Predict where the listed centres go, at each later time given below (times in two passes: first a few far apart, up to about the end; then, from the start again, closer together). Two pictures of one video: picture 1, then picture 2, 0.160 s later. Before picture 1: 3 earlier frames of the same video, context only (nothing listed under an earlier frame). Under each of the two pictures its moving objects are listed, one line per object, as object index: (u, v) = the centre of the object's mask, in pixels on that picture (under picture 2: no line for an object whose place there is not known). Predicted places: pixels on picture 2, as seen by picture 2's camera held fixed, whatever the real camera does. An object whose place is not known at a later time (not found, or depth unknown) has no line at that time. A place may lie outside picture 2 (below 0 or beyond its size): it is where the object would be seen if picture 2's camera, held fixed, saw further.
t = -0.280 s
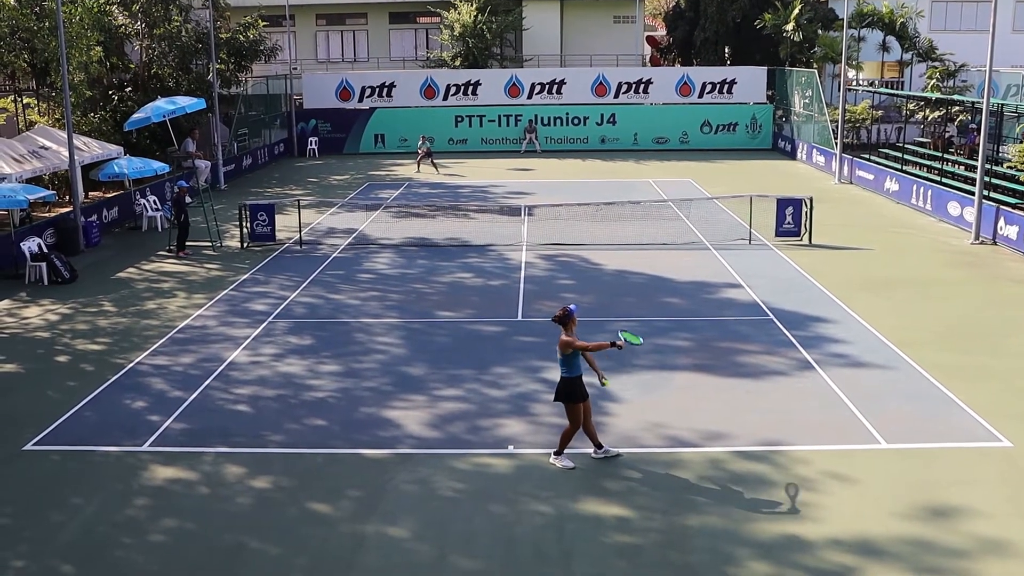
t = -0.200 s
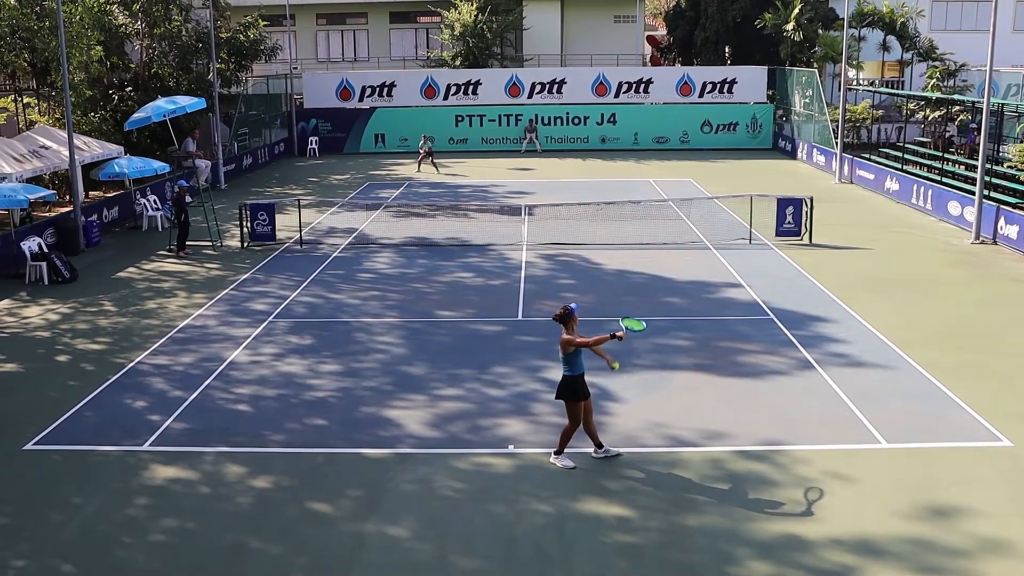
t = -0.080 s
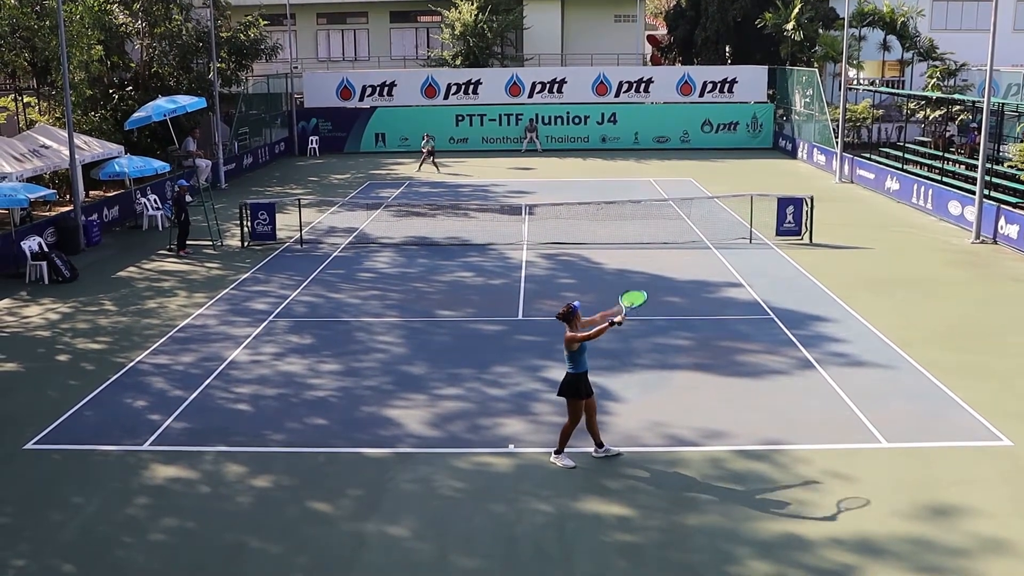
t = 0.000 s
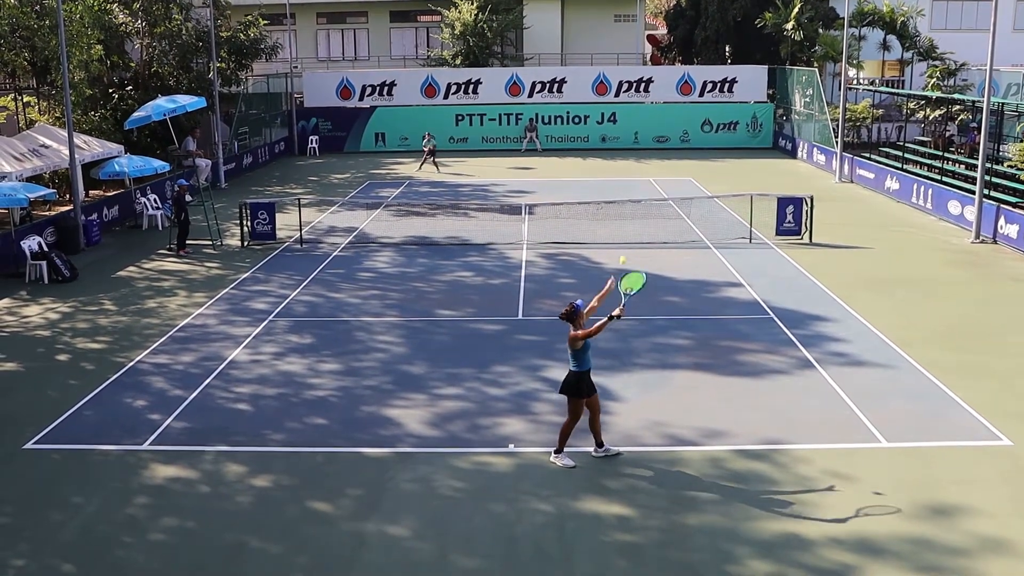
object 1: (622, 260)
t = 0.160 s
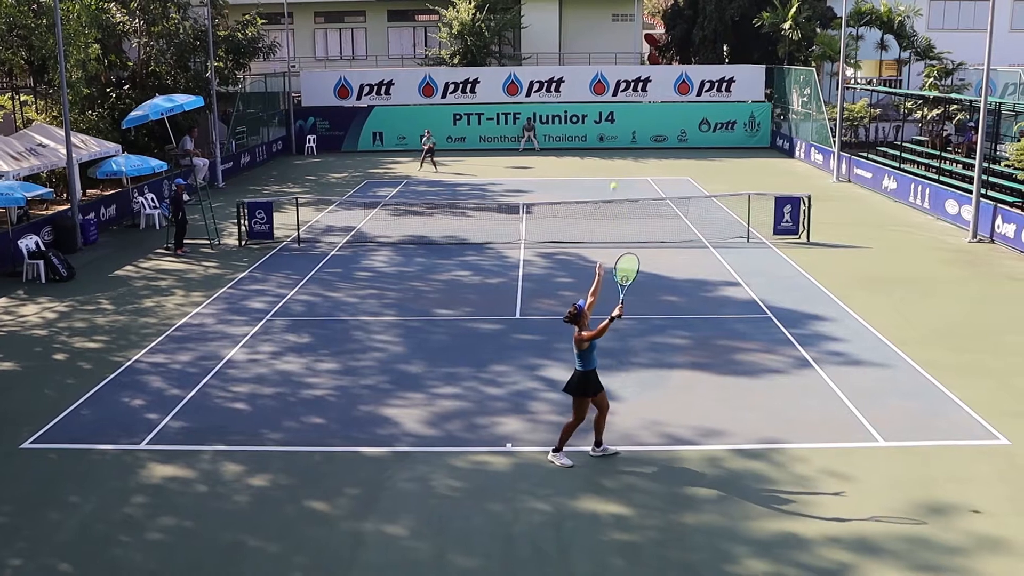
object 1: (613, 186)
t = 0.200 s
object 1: (611, 172)
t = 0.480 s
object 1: (598, 112)
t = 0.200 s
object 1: (611, 172)
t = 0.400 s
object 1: (602, 121)
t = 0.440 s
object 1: (600, 116)
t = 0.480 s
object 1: (598, 112)
